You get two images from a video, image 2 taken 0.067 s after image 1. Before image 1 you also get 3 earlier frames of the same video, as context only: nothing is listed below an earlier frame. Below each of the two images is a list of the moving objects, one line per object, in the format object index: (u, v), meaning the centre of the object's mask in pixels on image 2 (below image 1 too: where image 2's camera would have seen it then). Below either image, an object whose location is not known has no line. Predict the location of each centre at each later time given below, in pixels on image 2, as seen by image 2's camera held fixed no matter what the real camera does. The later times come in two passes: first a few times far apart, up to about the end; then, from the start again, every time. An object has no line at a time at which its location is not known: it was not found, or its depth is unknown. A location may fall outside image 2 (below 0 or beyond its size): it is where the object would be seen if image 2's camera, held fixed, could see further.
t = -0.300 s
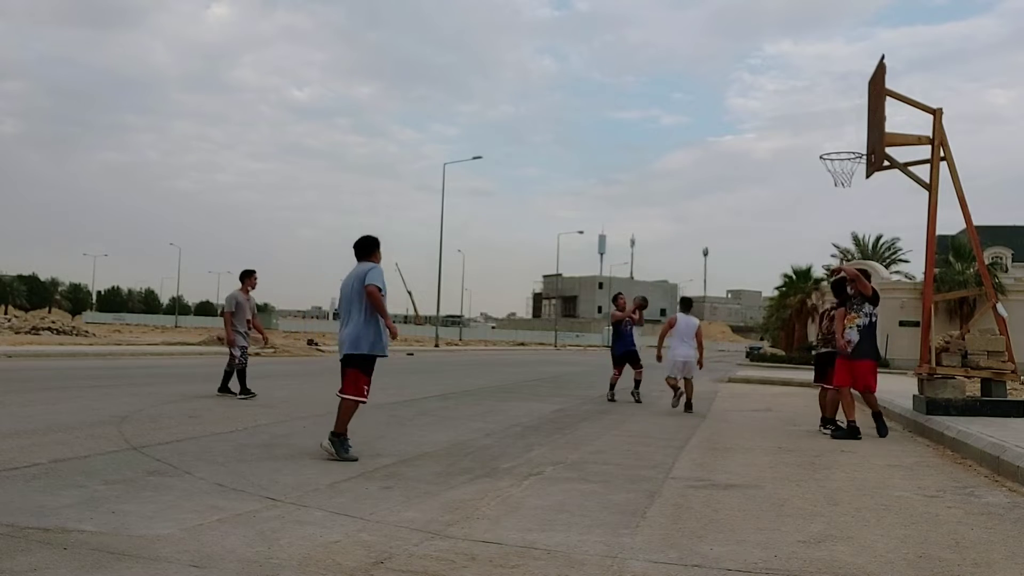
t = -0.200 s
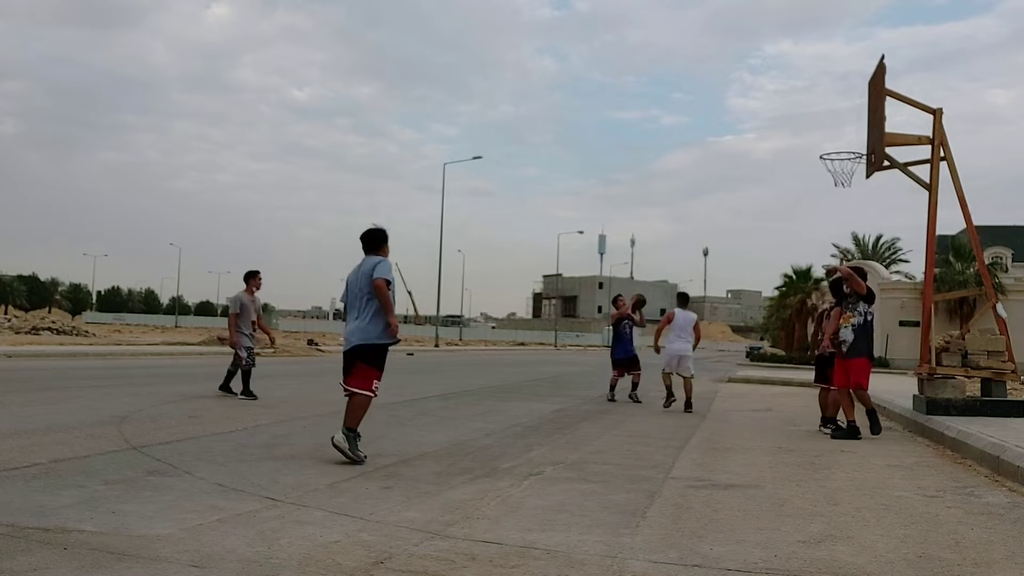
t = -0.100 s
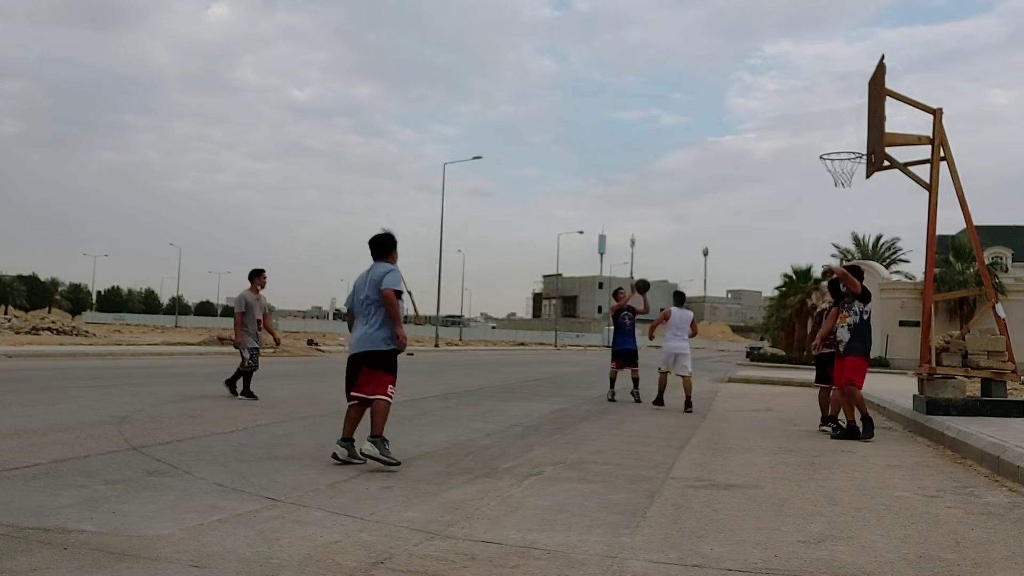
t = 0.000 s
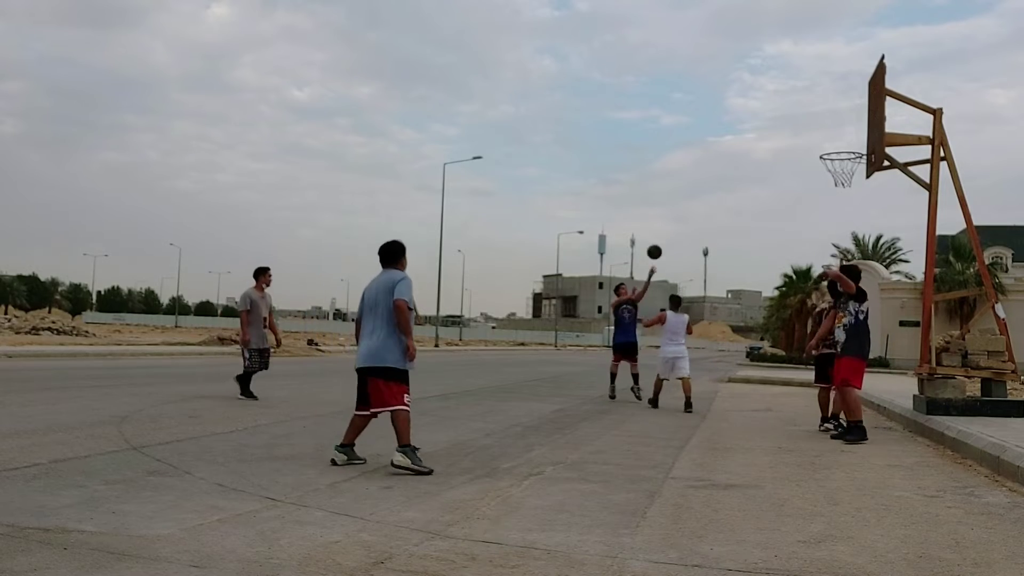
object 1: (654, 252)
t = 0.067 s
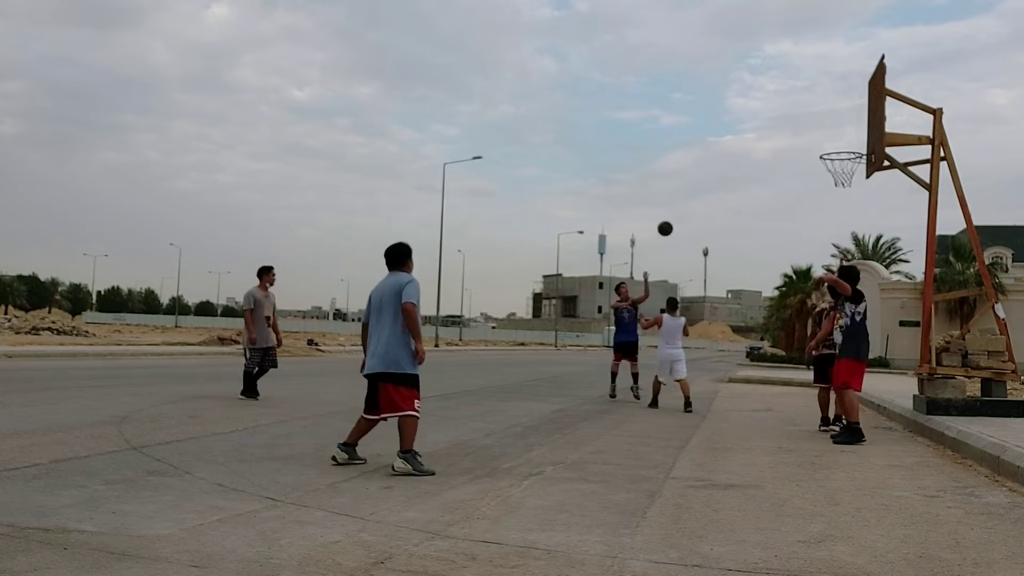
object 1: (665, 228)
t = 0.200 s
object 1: (687, 188)
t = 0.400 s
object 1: (723, 145)
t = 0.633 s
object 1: (769, 126)
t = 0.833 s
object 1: (813, 143)
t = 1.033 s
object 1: (841, 145)
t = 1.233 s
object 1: (861, 133)
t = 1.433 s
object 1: (858, 138)
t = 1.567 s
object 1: (855, 145)
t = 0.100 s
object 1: (670, 217)
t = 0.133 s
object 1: (676, 207)
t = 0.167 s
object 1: (682, 197)
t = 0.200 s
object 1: (687, 188)
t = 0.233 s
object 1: (693, 179)
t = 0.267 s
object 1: (699, 171)
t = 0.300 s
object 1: (705, 164)
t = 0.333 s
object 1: (711, 157)
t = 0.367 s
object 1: (717, 150)
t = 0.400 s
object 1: (723, 145)
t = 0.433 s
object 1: (729, 140)
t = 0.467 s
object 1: (736, 136)
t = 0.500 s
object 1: (742, 132)
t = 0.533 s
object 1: (749, 130)
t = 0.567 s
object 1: (756, 128)
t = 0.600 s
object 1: (762, 127)
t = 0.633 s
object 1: (769, 126)
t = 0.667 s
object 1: (776, 127)
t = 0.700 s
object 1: (783, 128)
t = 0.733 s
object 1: (791, 130)
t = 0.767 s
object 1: (798, 134)
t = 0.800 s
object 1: (805, 138)
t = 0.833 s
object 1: (813, 143)
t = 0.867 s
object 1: (821, 149)
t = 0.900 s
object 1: (825, 150)
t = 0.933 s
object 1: (828, 148)
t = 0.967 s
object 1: (833, 146)
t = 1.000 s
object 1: (837, 145)
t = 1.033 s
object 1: (841, 145)
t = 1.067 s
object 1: (845, 146)
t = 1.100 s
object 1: (849, 144)
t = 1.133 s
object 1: (851, 141)
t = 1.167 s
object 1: (854, 137)
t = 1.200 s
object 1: (857, 135)
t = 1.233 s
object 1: (861, 133)
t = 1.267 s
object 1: (863, 132)
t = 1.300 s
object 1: (866, 133)
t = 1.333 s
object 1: (865, 133)
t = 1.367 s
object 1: (863, 134)
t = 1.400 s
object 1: (861, 135)
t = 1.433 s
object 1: (858, 138)
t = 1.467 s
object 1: (856, 142)
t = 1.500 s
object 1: (855, 143)
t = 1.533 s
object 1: (855, 144)
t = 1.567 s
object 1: (855, 145)
